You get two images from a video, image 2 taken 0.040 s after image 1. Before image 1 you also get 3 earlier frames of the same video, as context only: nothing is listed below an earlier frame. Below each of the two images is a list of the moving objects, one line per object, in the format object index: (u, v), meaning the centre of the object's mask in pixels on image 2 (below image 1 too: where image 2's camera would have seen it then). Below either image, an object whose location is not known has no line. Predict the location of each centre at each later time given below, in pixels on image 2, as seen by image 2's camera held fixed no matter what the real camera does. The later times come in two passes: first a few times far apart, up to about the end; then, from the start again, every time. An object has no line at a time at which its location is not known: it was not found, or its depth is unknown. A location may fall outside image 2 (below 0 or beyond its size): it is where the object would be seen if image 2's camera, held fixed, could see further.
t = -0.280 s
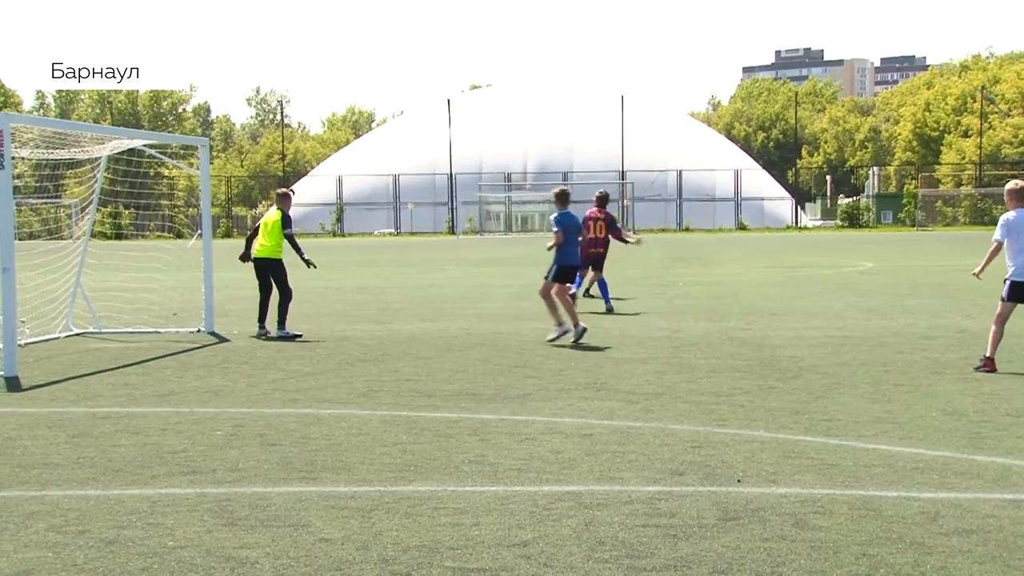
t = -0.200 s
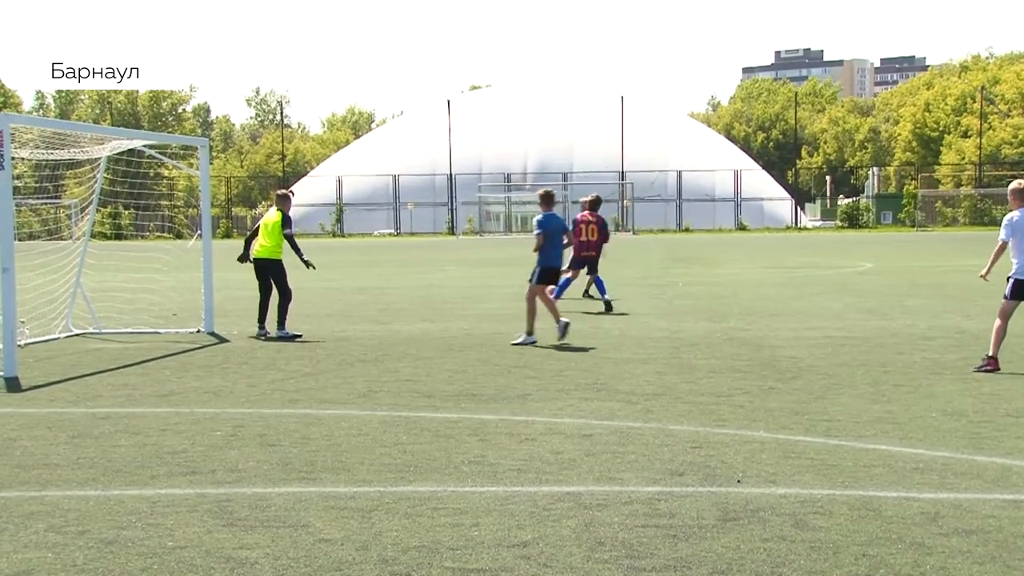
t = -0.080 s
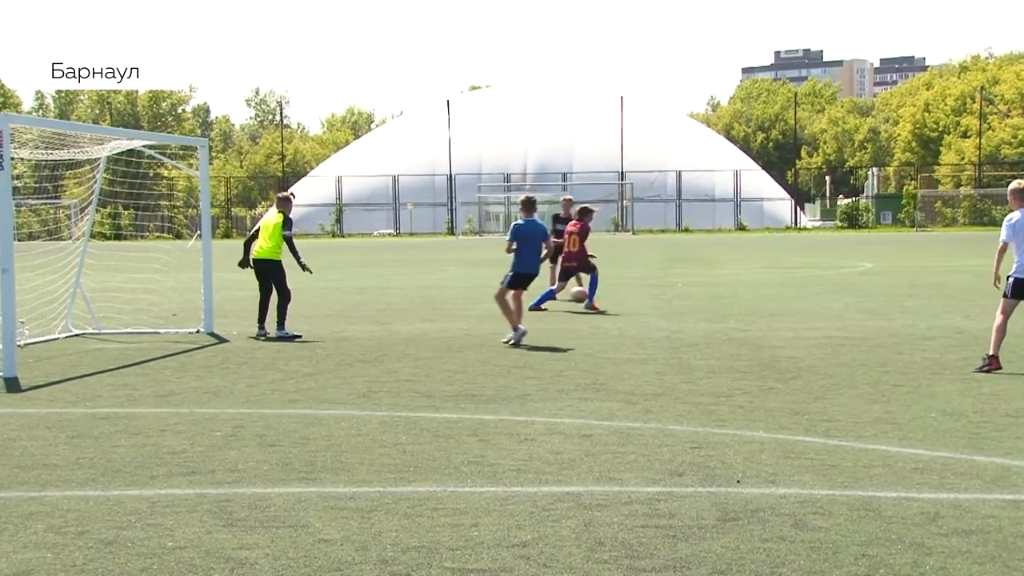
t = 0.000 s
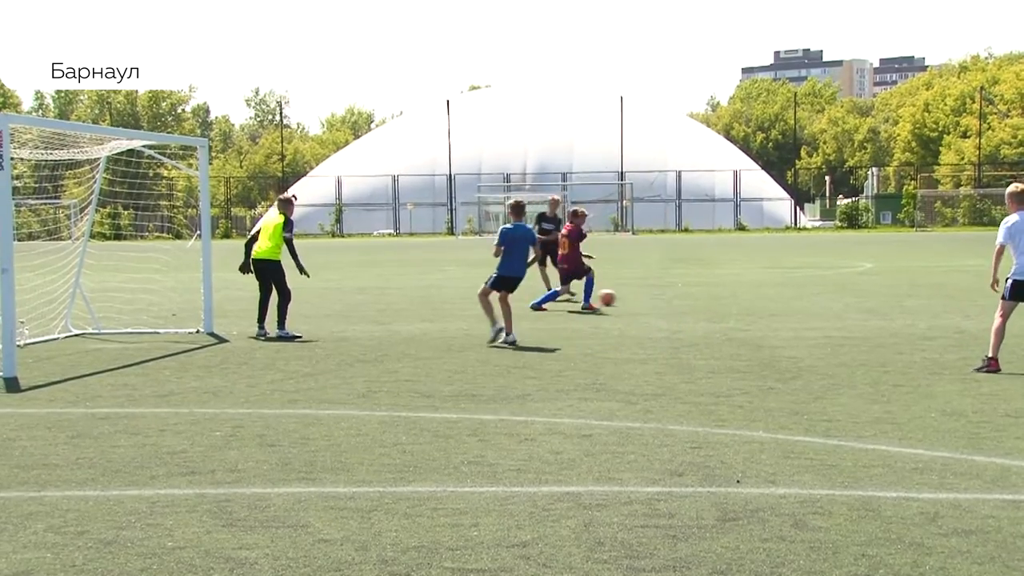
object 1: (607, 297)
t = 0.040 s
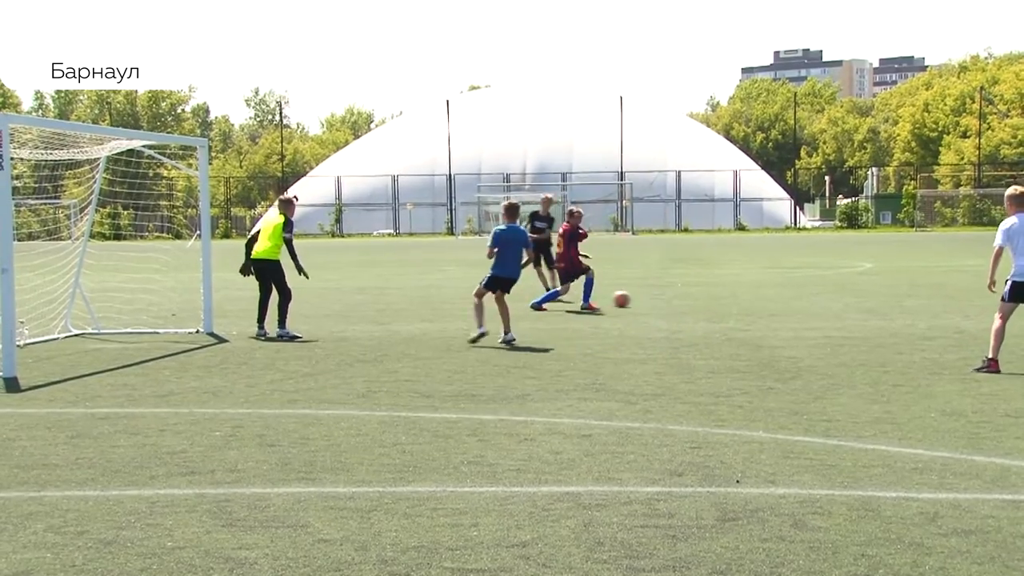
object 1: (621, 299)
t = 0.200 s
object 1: (679, 304)
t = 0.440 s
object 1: (764, 313)
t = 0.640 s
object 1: (832, 318)
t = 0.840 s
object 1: (901, 326)
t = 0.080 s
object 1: (636, 299)
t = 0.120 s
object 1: (650, 301)
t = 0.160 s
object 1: (664, 302)
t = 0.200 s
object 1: (679, 304)
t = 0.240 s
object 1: (693, 305)
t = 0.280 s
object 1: (707, 306)
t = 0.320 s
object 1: (722, 308)
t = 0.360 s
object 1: (736, 309)
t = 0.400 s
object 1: (750, 311)
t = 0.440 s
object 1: (764, 313)
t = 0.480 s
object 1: (778, 314)
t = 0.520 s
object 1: (792, 315)
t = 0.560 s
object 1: (806, 318)
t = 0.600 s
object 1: (819, 318)
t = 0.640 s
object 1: (832, 318)
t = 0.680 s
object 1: (846, 320)
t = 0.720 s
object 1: (860, 323)
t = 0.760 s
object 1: (873, 323)
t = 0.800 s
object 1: (887, 323)
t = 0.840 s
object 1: (901, 326)
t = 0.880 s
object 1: (916, 329)
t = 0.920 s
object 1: (931, 330)
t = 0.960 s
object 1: (946, 332)
